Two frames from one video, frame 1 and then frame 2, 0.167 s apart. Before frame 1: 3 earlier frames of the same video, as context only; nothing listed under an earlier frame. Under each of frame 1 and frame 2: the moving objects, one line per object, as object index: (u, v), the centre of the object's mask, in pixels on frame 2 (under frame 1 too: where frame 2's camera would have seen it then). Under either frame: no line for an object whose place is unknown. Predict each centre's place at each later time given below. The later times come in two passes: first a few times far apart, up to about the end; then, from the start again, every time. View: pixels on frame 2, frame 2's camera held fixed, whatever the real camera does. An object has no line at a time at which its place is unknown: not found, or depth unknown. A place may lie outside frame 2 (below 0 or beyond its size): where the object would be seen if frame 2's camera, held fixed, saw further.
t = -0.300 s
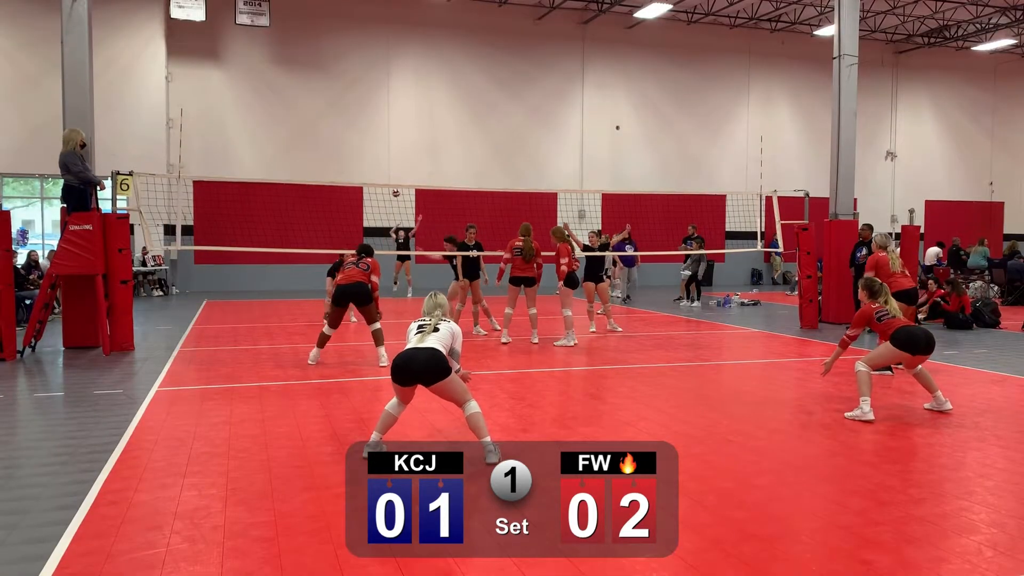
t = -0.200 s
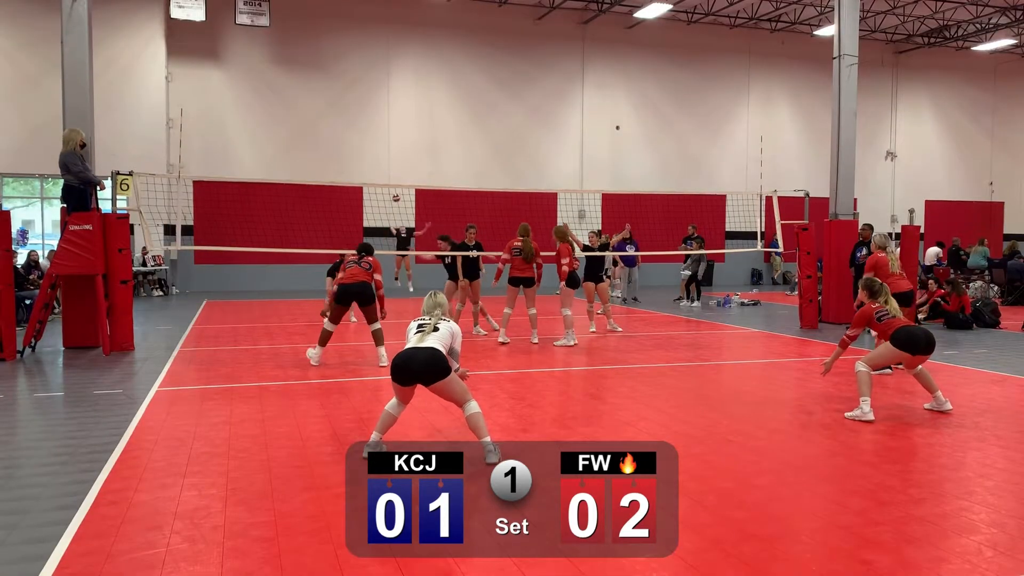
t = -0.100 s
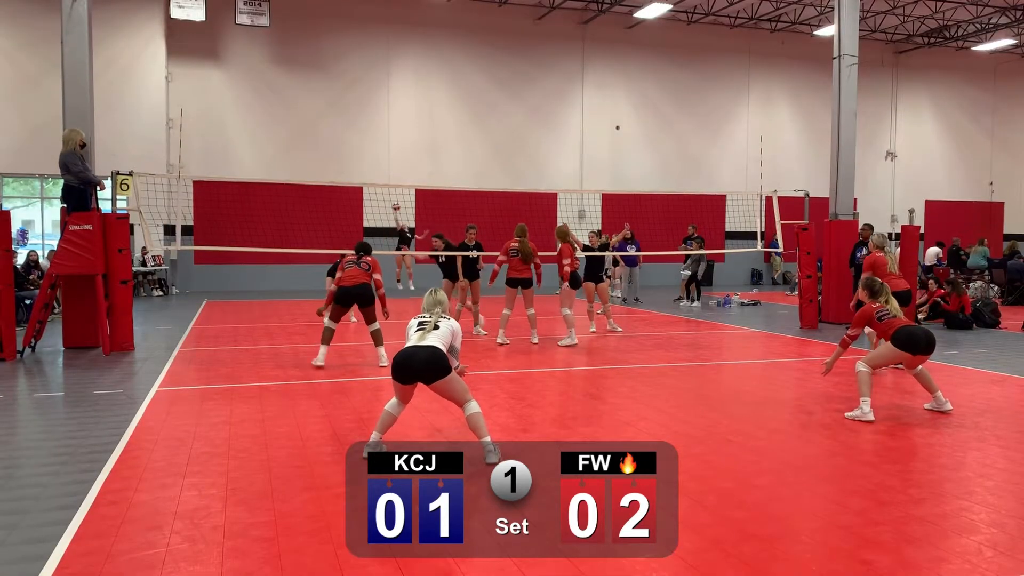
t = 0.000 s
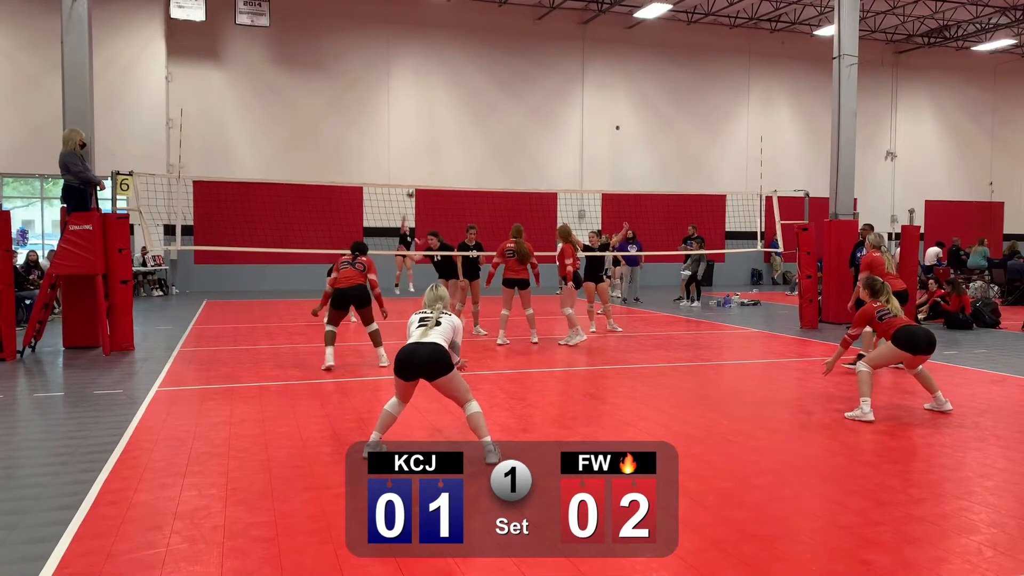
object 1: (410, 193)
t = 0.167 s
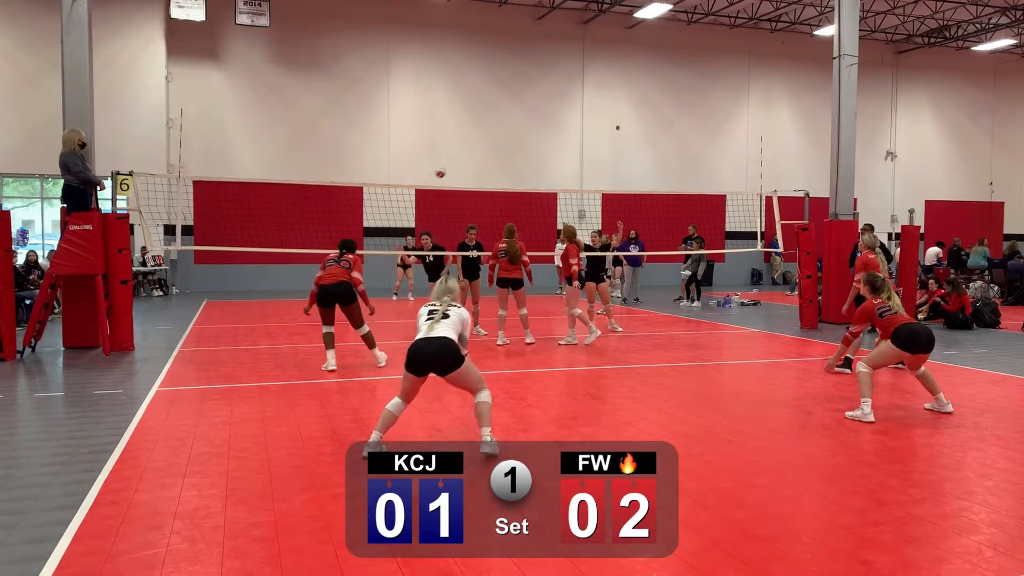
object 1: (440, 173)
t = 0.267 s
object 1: (460, 163)
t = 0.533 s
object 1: (530, 161)
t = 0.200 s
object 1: (446, 169)
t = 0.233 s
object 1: (453, 167)
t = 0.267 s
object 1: (460, 163)
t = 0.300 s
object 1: (467, 161)
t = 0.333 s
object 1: (475, 159)
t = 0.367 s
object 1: (483, 158)
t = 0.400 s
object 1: (491, 157)
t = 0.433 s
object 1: (500, 157)
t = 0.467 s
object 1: (510, 157)
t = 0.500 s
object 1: (519, 159)
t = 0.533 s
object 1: (530, 161)
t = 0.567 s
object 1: (541, 164)
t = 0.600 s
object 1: (553, 168)
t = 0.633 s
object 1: (566, 172)
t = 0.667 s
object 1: (579, 178)
